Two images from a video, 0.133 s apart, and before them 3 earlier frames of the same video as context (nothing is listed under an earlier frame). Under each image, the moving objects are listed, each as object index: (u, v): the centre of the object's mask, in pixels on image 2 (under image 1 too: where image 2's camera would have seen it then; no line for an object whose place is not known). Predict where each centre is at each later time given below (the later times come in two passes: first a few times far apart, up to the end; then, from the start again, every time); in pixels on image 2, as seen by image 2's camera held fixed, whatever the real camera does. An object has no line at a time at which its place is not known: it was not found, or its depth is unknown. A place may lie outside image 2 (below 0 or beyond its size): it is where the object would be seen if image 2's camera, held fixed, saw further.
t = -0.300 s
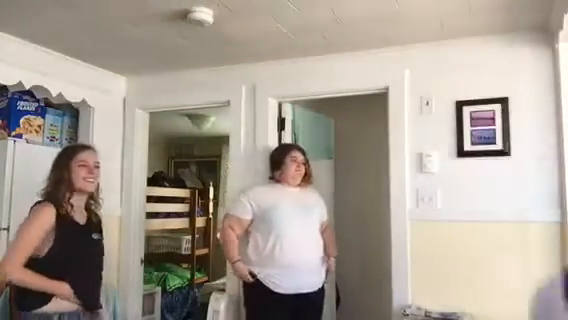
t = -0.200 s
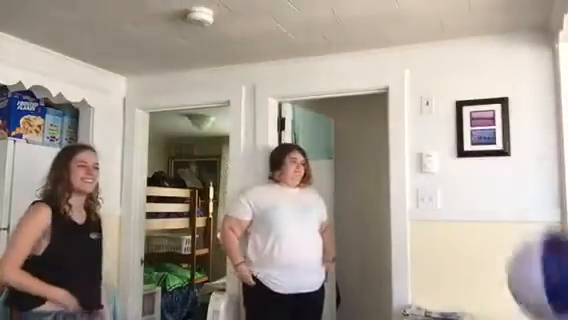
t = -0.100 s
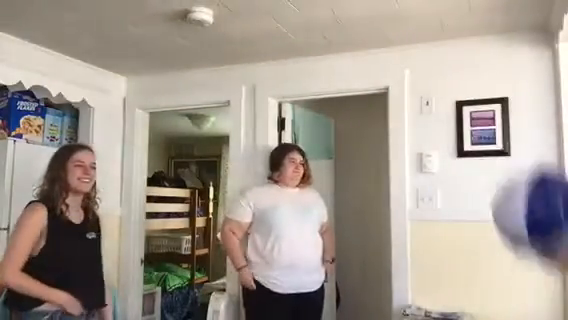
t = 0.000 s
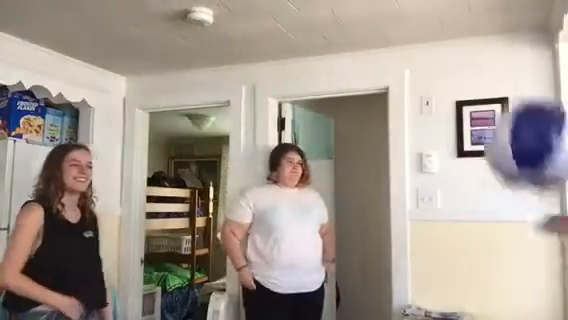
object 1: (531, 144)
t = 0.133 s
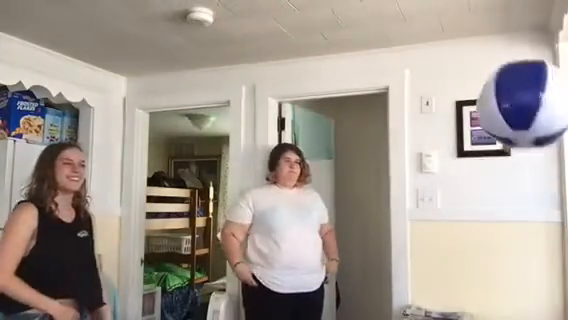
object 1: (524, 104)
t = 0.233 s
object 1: (521, 105)
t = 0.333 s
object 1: (517, 132)
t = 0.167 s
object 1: (523, 102)
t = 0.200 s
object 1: (522, 102)
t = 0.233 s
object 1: (521, 105)
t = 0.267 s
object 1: (519, 112)
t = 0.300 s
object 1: (519, 120)
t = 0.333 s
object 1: (517, 132)
